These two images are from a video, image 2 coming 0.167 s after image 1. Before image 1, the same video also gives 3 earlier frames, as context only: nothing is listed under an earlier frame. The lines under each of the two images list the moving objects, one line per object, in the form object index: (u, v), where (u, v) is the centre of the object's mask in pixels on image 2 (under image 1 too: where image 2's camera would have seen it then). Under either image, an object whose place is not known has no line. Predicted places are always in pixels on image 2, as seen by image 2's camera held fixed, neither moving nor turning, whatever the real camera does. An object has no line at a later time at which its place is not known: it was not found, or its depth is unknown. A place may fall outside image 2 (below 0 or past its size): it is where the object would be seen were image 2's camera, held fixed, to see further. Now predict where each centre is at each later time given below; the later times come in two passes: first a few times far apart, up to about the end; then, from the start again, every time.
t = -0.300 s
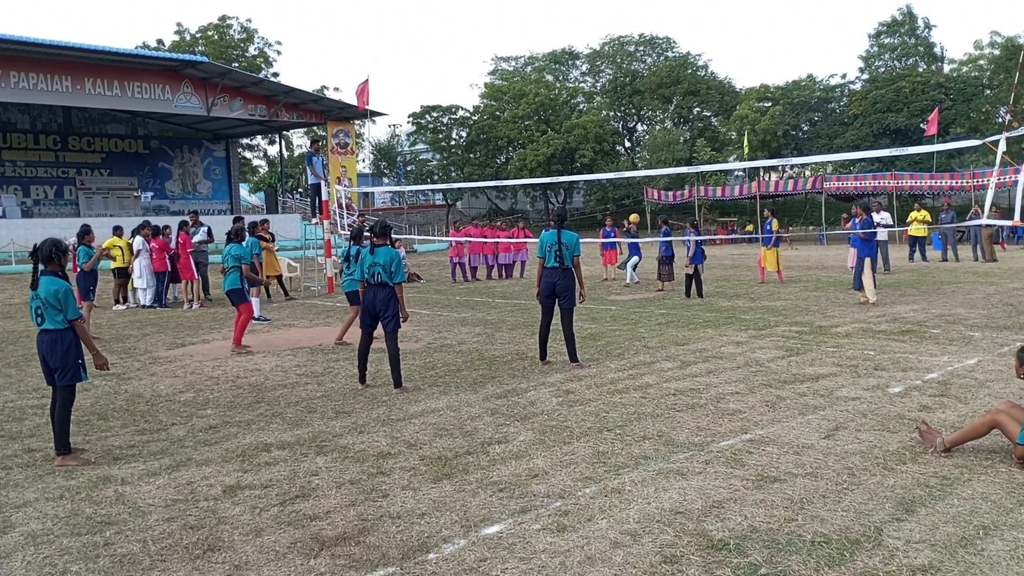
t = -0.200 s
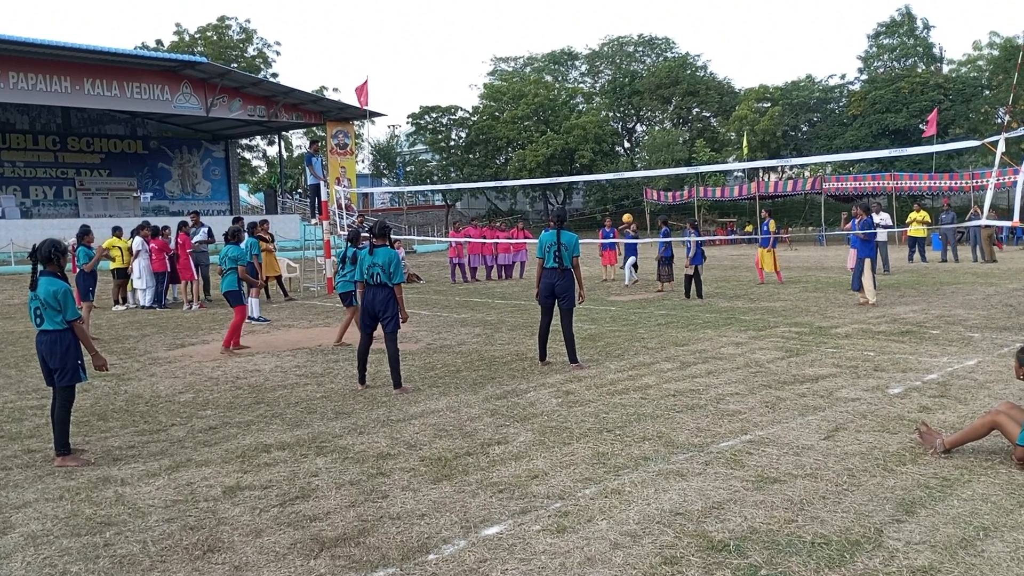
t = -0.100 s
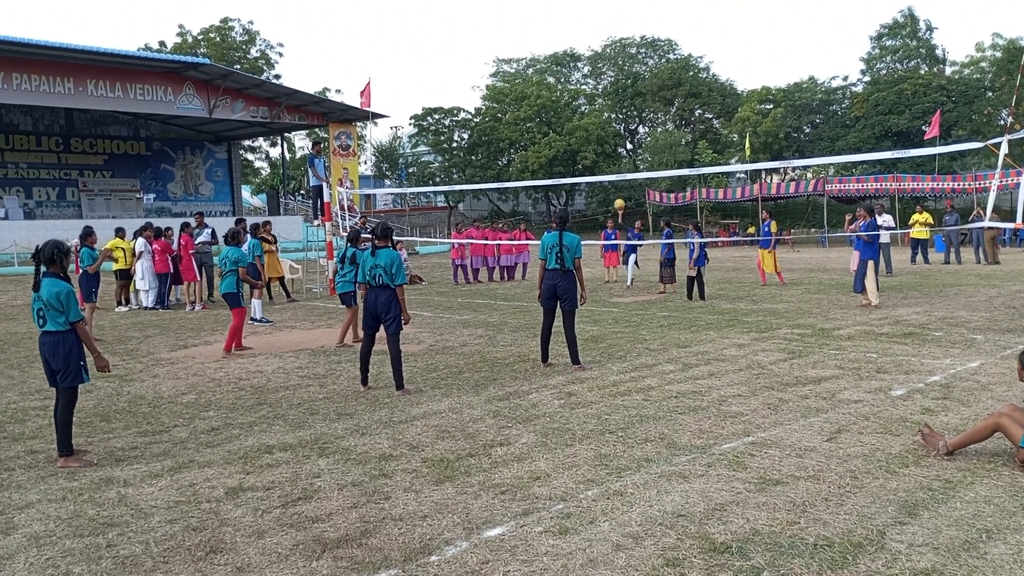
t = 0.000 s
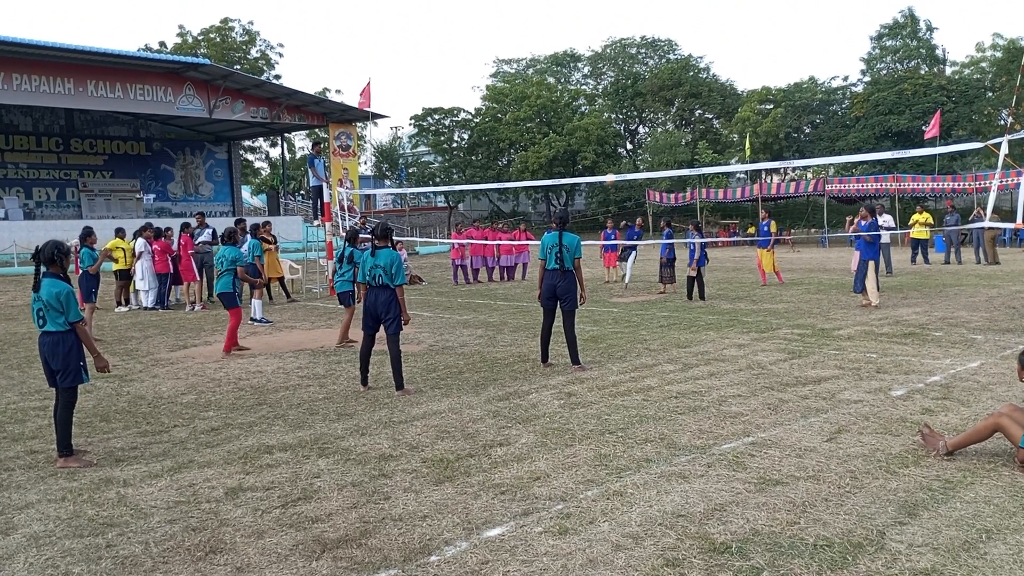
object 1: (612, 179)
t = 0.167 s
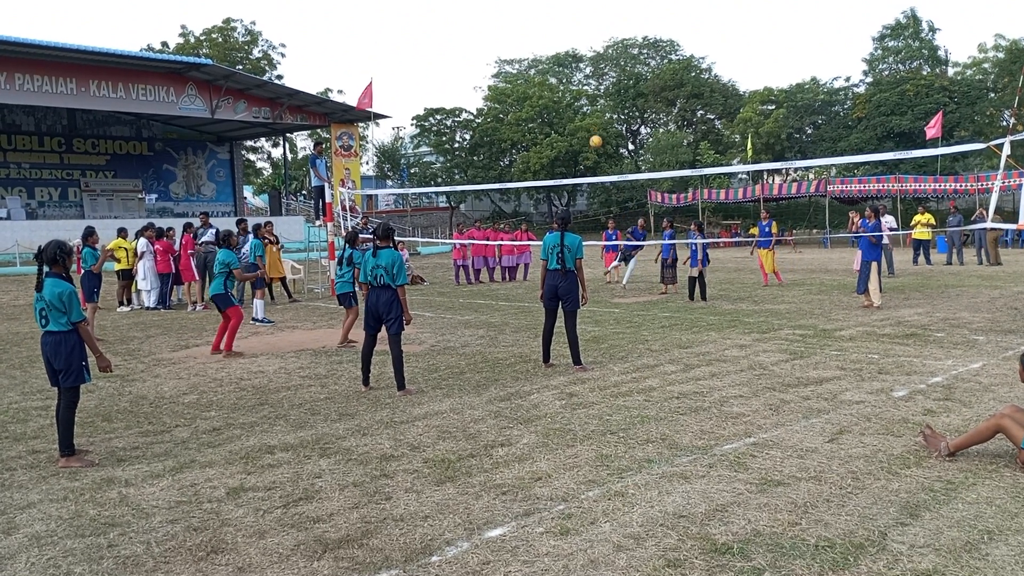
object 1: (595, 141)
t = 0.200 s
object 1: (592, 135)
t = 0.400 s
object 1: (568, 102)
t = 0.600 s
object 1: (538, 88)
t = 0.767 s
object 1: (505, 93)
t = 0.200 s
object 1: (592, 135)
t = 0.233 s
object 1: (588, 129)
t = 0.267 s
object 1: (584, 123)
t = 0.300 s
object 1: (580, 117)
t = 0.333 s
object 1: (576, 112)
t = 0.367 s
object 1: (572, 107)
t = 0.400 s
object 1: (568, 102)
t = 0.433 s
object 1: (563, 98)
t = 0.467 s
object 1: (558, 95)
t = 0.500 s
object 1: (553, 92)
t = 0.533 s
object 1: (548, 91)
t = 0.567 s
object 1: (543, 89)
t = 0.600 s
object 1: (538, 88)
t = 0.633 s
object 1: (532, 88)
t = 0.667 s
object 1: (526, 88)
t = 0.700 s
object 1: (519, 89)
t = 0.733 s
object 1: (513, 91)
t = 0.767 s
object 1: (505, 93)
